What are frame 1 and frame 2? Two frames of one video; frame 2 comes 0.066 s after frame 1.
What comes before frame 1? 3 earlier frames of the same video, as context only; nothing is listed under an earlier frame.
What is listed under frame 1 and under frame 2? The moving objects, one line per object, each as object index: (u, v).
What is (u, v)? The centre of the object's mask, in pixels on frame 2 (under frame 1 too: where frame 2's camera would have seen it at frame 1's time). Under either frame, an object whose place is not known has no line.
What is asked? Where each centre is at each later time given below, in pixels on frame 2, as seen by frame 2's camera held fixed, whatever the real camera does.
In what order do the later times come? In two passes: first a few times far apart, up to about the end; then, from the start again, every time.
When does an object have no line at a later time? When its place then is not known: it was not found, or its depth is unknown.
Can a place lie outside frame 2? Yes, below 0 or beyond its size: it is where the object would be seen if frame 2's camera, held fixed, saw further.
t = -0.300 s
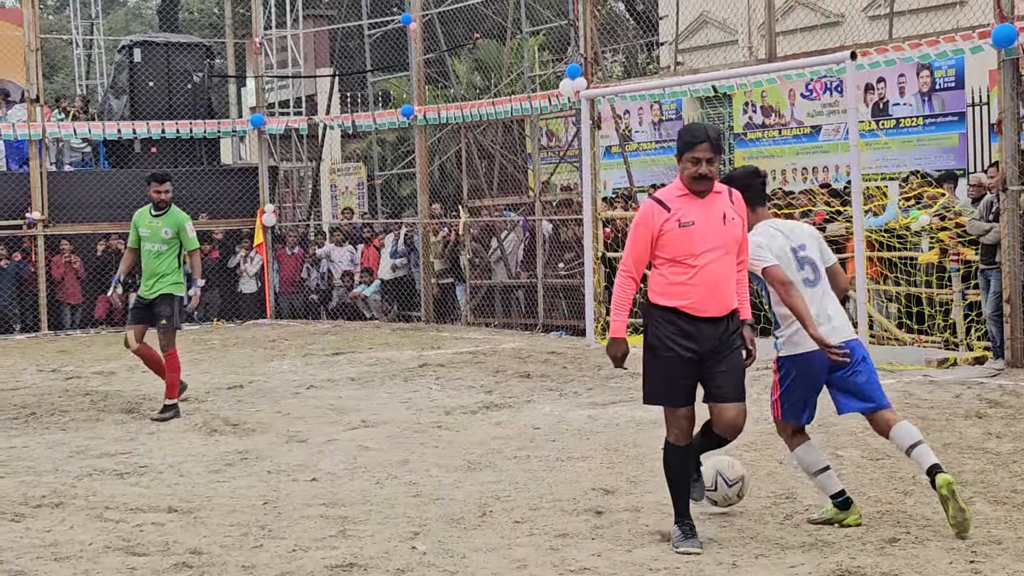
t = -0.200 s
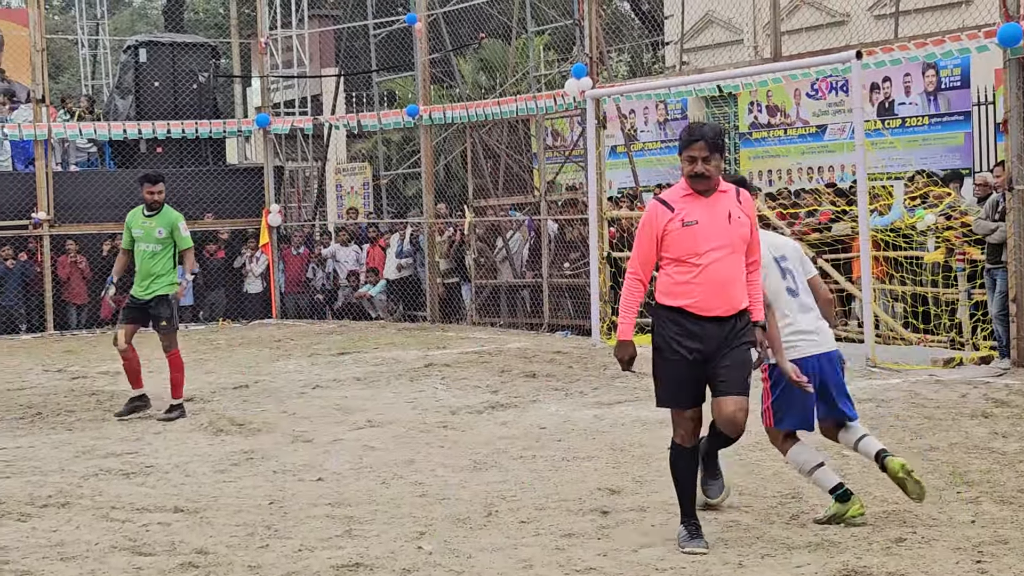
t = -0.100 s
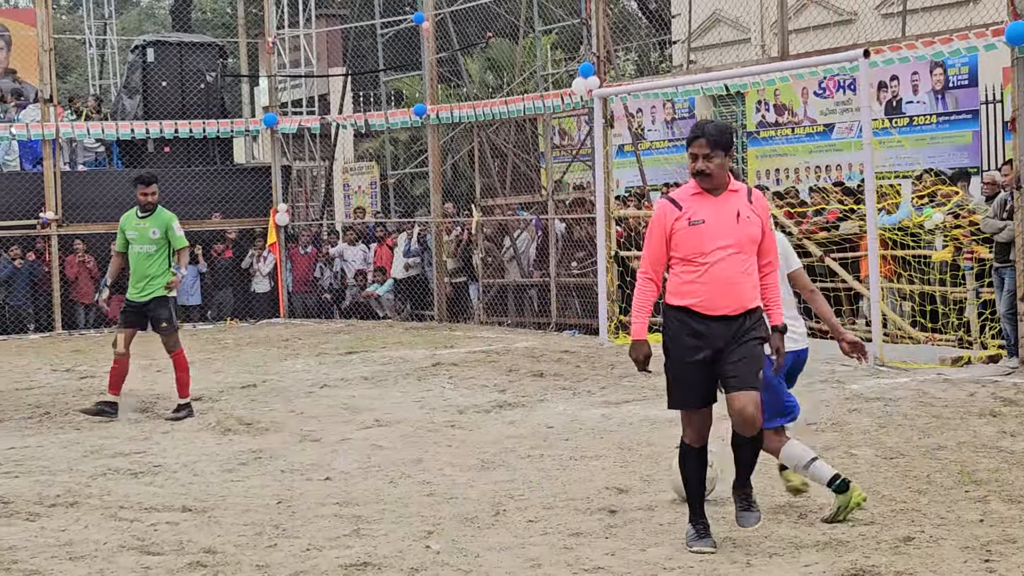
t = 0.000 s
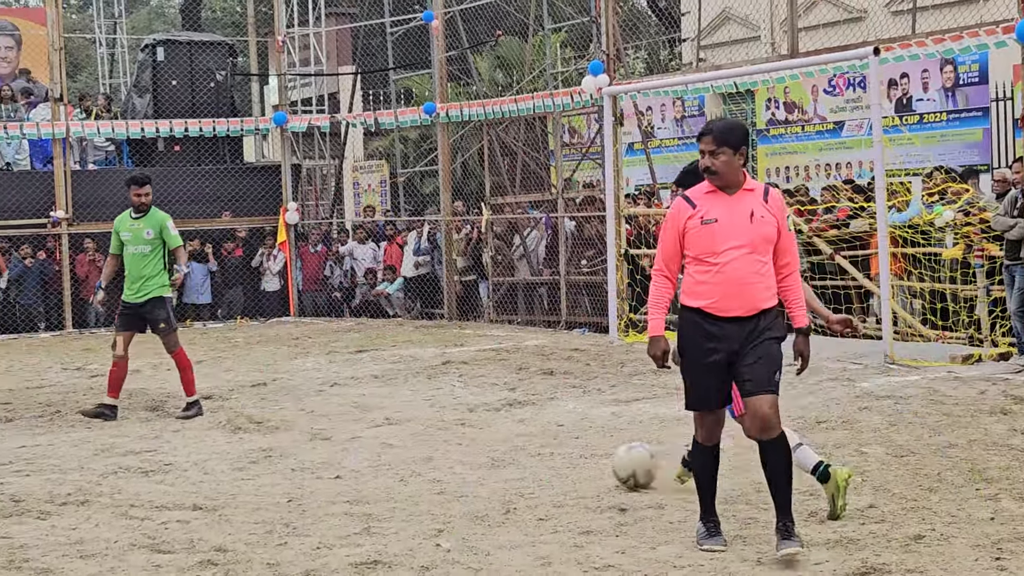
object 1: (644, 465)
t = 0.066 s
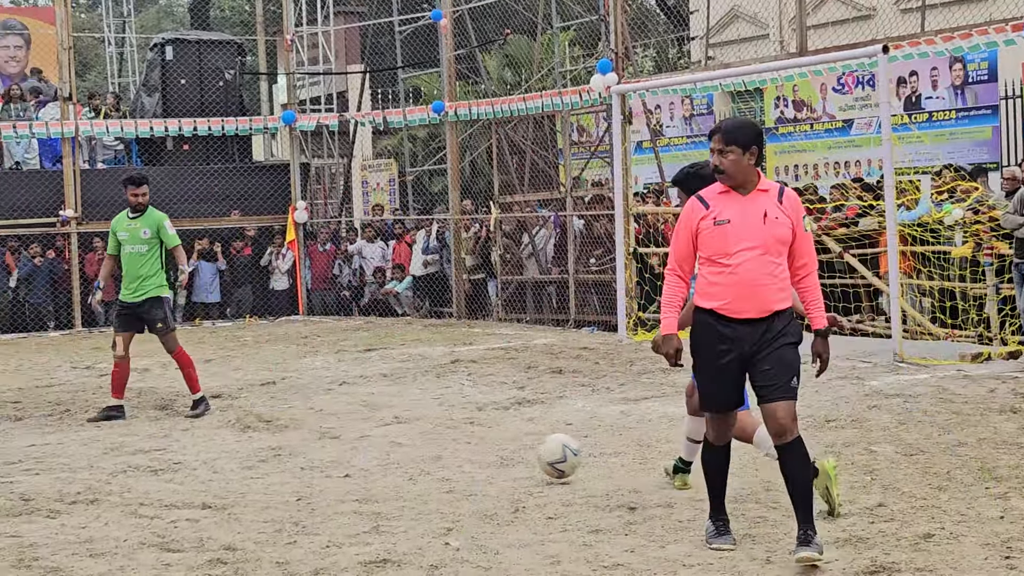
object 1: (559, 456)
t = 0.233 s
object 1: (395, 445)
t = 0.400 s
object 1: (283, 428)
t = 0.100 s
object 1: (520, 456)
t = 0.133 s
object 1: (484, 453)
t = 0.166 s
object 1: (453, 449)
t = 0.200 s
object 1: (422, 447)
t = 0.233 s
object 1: (395, 445)
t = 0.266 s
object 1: (369, 440)
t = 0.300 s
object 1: (345, 438)
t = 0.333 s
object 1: (322, 437)
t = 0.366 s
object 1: (301, 438)
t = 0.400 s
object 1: (283, 428)
